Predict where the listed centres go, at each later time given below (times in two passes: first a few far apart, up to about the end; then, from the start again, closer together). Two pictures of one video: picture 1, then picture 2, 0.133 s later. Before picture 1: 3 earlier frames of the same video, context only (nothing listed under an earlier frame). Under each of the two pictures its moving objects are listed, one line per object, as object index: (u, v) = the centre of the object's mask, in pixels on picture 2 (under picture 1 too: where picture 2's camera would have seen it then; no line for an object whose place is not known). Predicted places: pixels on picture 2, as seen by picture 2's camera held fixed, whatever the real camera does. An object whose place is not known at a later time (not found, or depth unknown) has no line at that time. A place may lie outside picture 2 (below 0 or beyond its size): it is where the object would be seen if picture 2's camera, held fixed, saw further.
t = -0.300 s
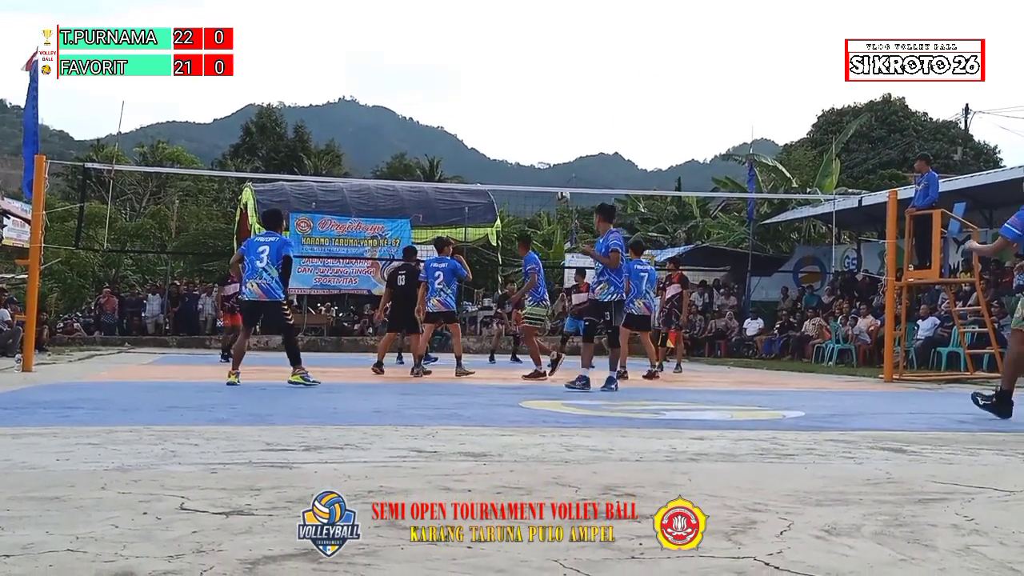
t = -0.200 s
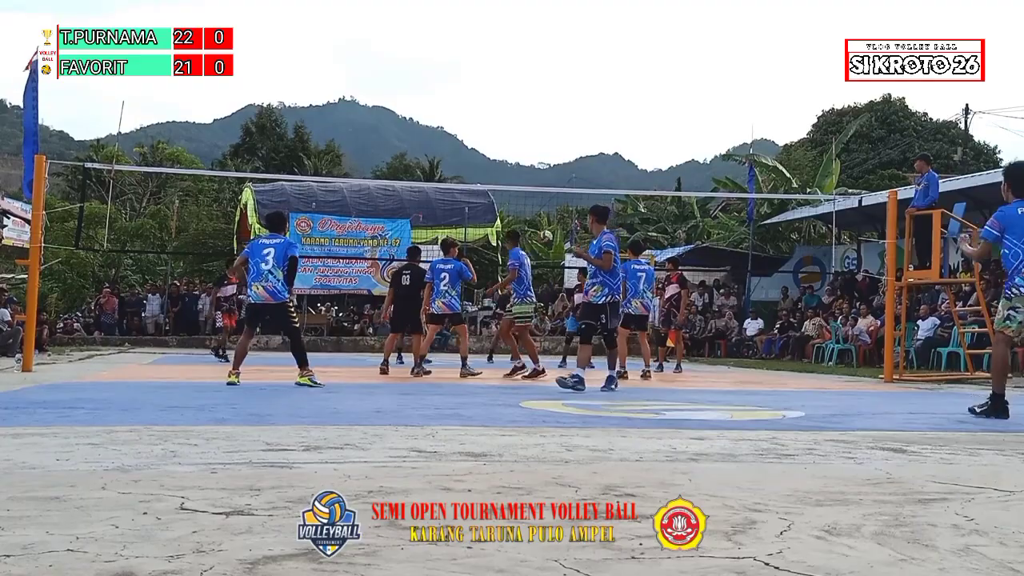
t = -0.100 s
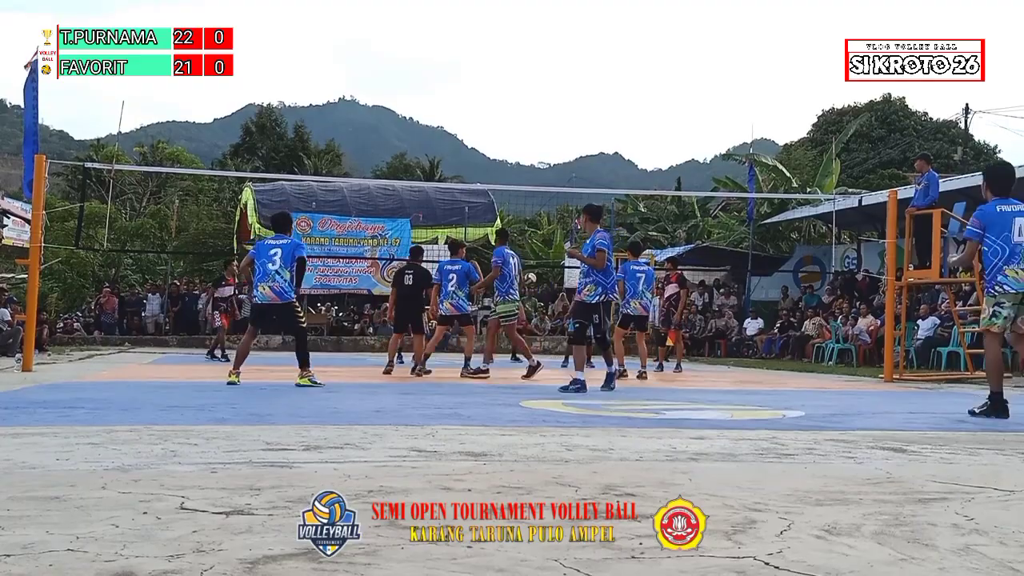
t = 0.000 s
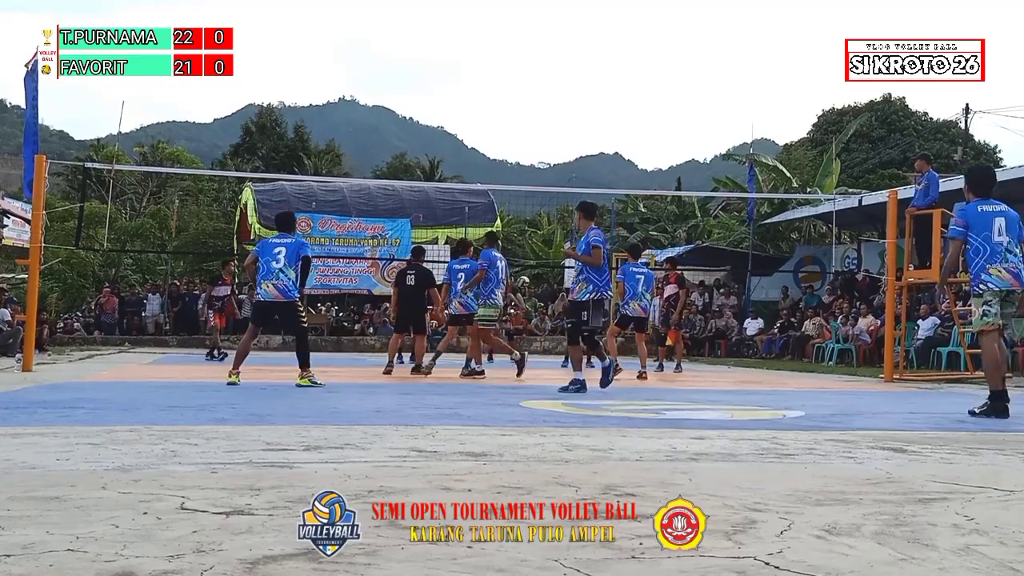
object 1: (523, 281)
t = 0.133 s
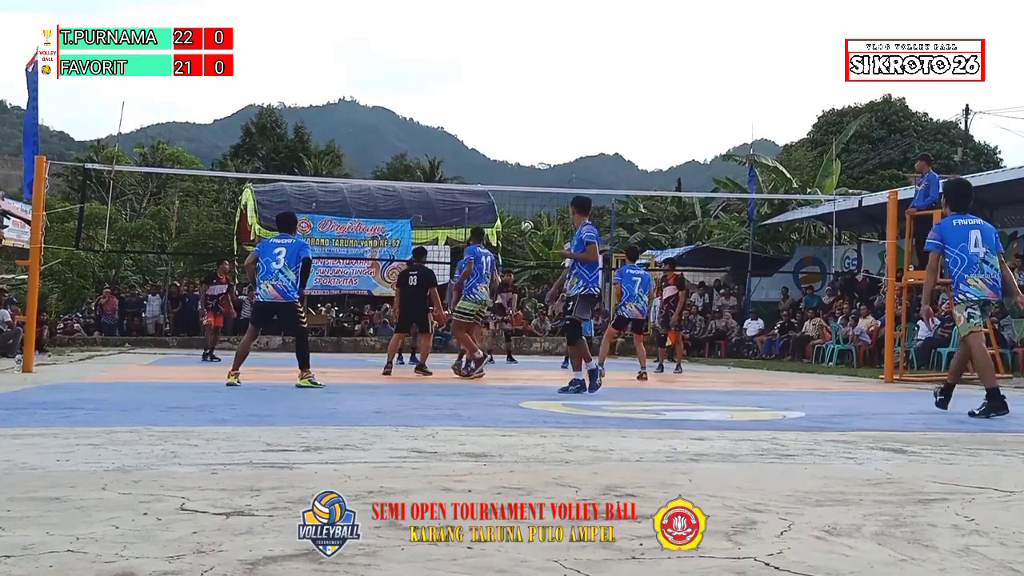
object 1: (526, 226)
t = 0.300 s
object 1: (531, 167)
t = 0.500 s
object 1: (537, 115)
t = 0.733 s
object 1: (543, 81)
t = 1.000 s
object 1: (548, 79)
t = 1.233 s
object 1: (551, 116)
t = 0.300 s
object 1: (531, 167)
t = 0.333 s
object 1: (533, 157)
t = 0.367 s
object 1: (534, 148)
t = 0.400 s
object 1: (535, 139)
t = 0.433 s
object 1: (536, 130)
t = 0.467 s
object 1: (537, 122)
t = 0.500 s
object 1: (537, 115)
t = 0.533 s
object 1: (538, 108)
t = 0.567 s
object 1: (539, 102)
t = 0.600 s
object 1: (540, 96)
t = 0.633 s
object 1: (541, 91)
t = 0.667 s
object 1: (542, 87)
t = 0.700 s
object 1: (543, 84)
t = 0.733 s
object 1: (543, 81)
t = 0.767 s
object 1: (544, 78)
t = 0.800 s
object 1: (545, 77)
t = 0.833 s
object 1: (545, 76)
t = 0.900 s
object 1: (546, 76)
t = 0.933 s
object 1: (547, 76)
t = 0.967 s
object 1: (547, 77)
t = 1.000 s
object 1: (548, 79)
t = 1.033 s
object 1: (549, 83)
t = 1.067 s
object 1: (549, 86)
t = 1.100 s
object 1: (550, 90)
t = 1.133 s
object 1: (550, 96)
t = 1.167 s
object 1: (551, 102)
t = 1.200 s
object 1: (551, 109)
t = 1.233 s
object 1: (551, 116)
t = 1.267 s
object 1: (552, 125)
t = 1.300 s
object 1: (552, 134)
